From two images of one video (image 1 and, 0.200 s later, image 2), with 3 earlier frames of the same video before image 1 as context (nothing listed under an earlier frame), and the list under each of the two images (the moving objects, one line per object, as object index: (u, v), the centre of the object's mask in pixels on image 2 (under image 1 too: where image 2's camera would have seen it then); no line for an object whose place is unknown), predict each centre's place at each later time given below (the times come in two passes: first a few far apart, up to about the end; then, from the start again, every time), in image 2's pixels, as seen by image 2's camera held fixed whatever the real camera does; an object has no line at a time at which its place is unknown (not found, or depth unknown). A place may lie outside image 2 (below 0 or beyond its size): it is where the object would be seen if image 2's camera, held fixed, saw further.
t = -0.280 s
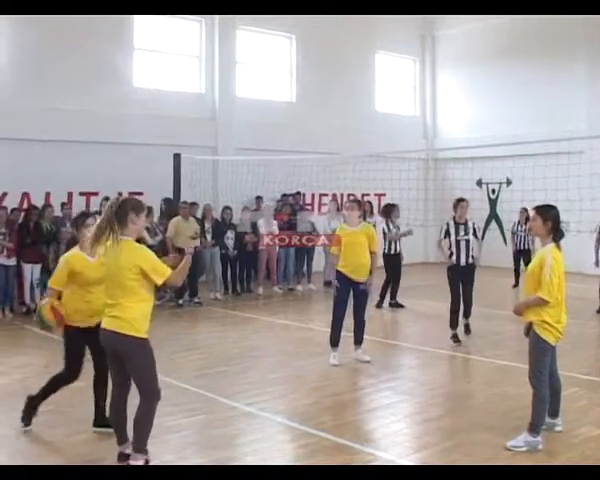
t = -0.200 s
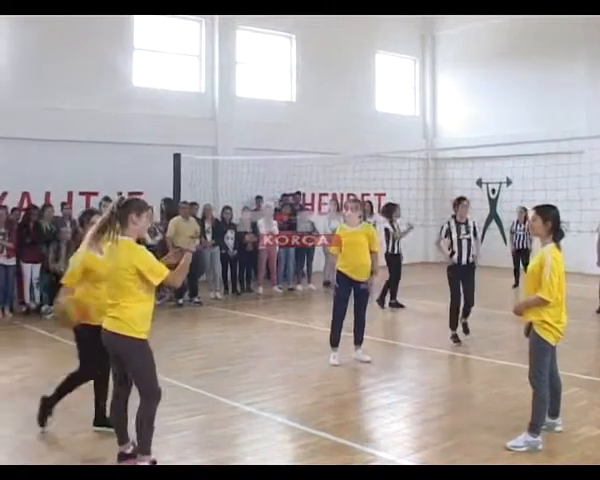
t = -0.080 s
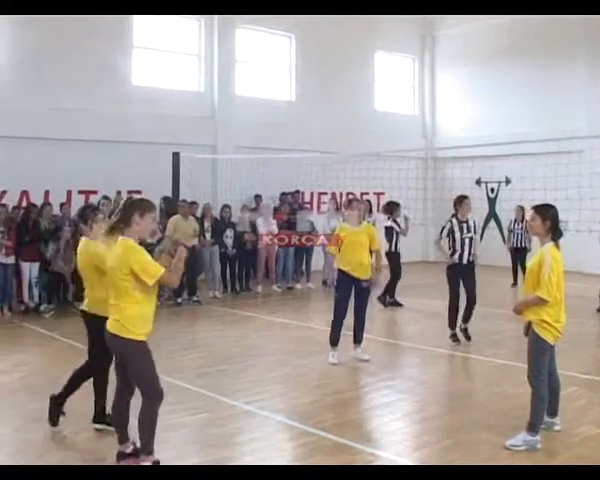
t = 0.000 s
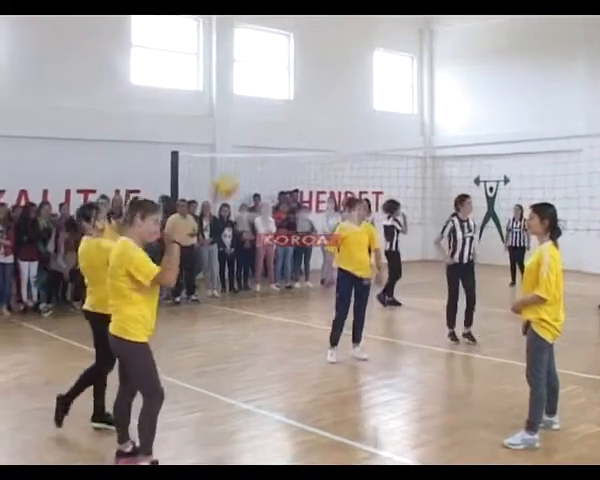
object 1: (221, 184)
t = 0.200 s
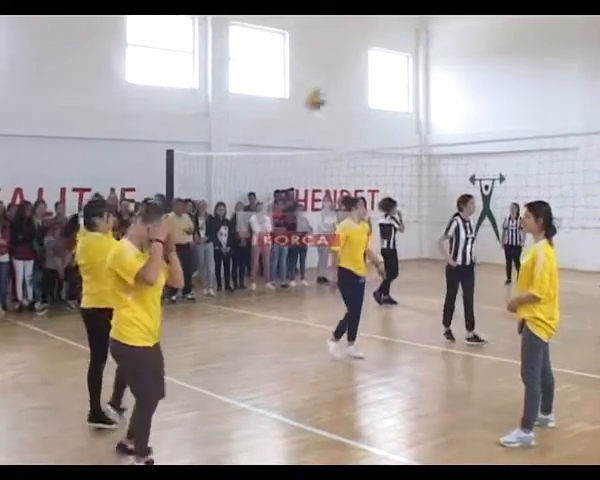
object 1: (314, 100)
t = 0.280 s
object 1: (343, 87)
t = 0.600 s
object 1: (428, 94)
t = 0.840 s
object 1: (473, 141)
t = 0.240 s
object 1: (330, 92)
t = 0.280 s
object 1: (343, 87)
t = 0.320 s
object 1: (356, 83)
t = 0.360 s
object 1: (368, 80)
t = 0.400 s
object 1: (380, 79)
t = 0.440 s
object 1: (391, 80)
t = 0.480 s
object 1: (402, 82)
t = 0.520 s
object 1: (411, 86)
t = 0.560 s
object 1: (420, 89)
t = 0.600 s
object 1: (428, 94)
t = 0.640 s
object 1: (436, 101)
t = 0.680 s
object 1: (444, 107)
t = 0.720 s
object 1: (452, 115)
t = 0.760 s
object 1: (460, 122)
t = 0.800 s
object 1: (466, 131)
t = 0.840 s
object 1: (473, 141)
